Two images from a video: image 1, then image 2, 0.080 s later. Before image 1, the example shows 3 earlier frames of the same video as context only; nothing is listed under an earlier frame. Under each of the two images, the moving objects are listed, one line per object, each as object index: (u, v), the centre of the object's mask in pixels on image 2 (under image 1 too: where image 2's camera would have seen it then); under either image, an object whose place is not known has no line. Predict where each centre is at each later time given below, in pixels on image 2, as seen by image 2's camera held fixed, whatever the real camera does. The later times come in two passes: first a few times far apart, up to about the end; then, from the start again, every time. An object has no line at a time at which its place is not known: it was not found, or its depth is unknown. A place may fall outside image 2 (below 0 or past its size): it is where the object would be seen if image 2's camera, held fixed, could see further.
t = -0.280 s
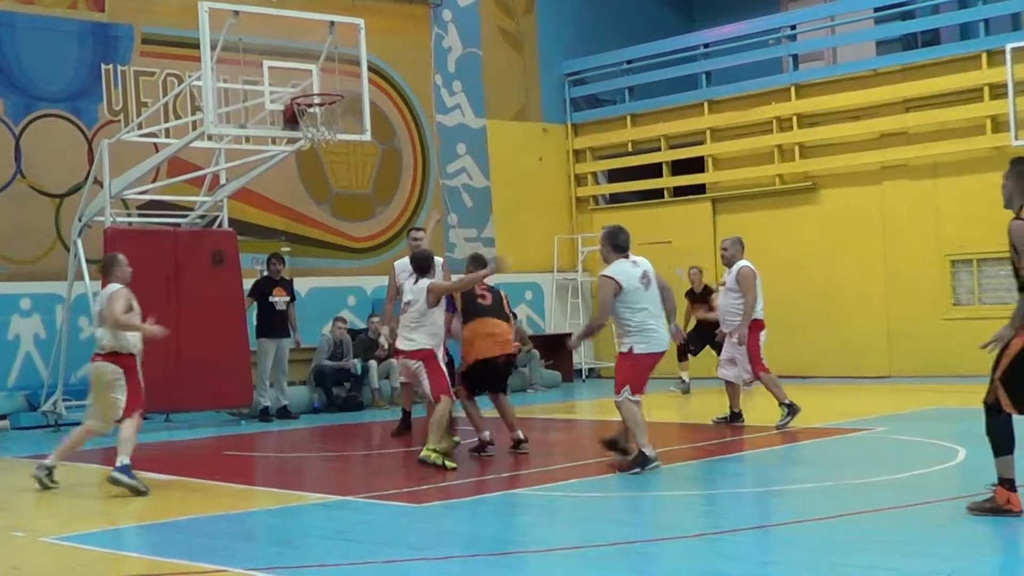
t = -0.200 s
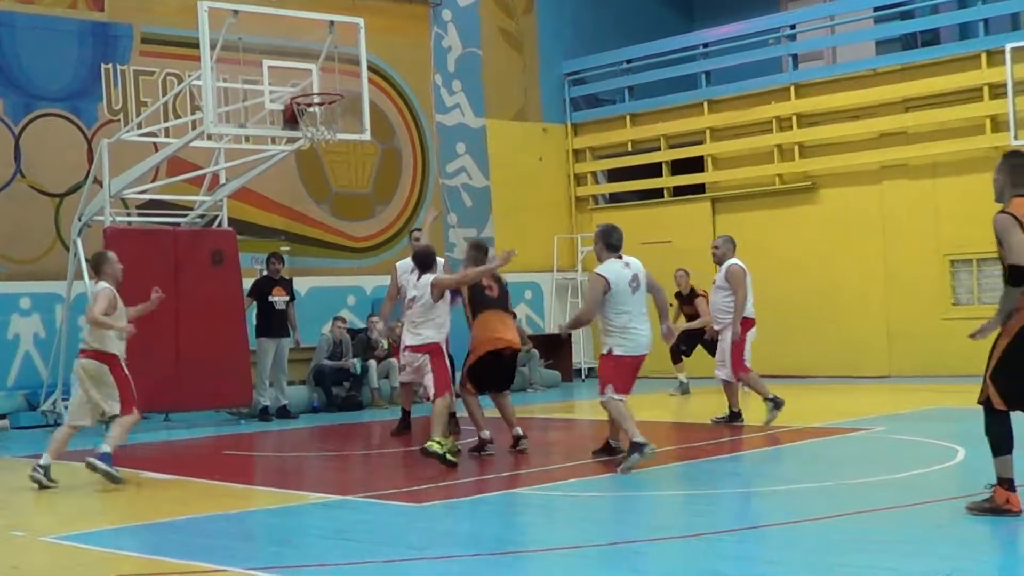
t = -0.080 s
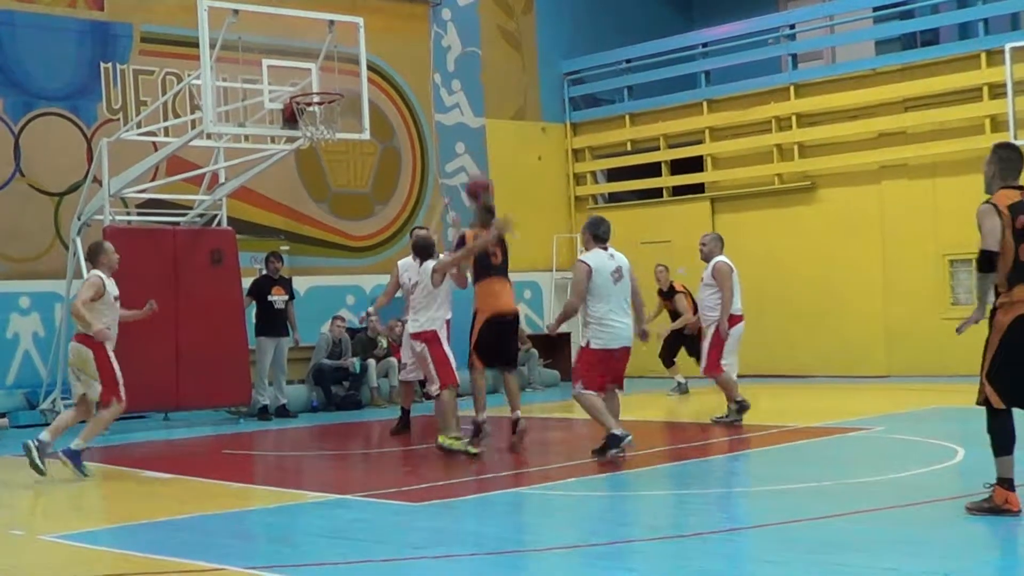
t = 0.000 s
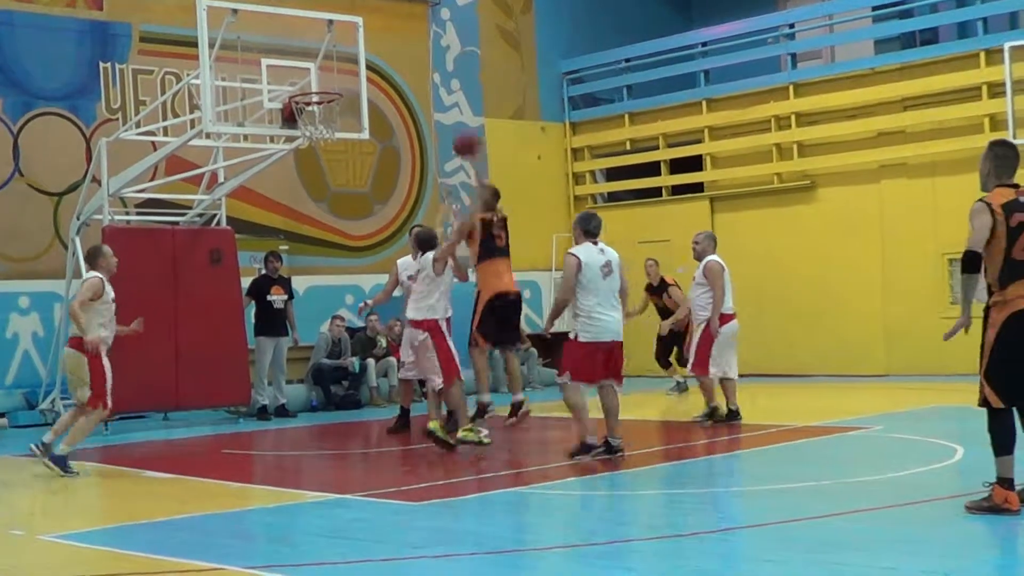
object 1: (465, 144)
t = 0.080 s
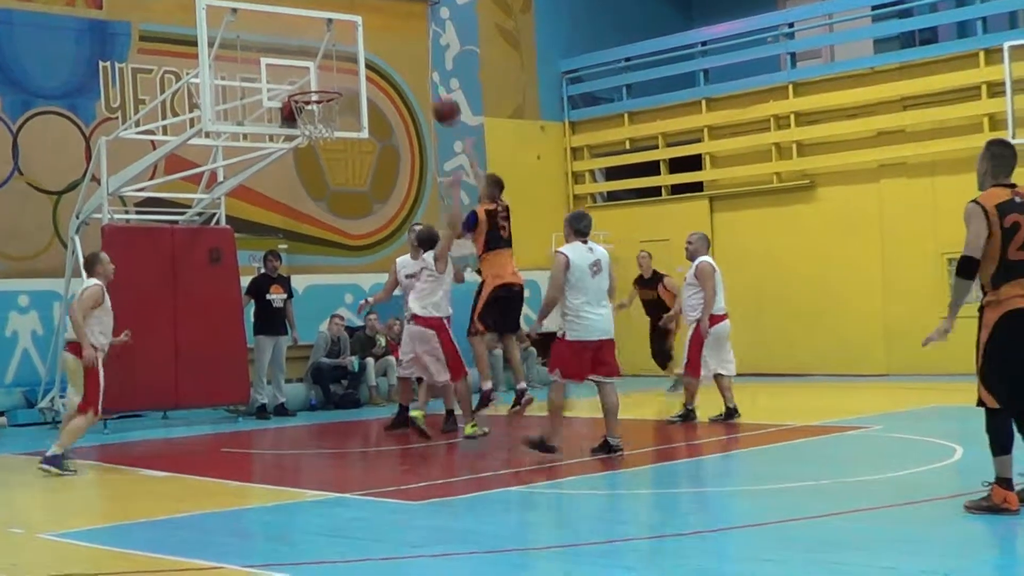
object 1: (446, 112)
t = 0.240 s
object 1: (407, 68)
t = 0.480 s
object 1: (356, 60)
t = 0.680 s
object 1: (318, 102)
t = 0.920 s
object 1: (305, 131)
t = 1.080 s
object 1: (313, 142)
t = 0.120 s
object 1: (435, 98)
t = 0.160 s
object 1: (426, 85)
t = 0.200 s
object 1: (417, 76)
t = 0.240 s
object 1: (407, 68)
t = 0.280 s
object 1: (398, 63)
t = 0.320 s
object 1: (389, 59)
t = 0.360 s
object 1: (381, 57)
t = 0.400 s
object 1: (372, 56)
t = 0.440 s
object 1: (364, 57)
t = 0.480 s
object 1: (356, 60)
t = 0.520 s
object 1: (347, 64)
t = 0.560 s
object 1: (339, 70)
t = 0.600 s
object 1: (331, 78)
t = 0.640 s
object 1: (324, 84)
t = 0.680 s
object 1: (318, 102)
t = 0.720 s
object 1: (309, 110)
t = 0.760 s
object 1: (310, 116)
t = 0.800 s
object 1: (304, 127)
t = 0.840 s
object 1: (306, 129)
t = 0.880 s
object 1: (306, 129)
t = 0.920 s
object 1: (305, 131)
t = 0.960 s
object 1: (306, 134)
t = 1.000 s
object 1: (306, 136)
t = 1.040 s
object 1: (308, 139)
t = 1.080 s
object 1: (313, 142)
